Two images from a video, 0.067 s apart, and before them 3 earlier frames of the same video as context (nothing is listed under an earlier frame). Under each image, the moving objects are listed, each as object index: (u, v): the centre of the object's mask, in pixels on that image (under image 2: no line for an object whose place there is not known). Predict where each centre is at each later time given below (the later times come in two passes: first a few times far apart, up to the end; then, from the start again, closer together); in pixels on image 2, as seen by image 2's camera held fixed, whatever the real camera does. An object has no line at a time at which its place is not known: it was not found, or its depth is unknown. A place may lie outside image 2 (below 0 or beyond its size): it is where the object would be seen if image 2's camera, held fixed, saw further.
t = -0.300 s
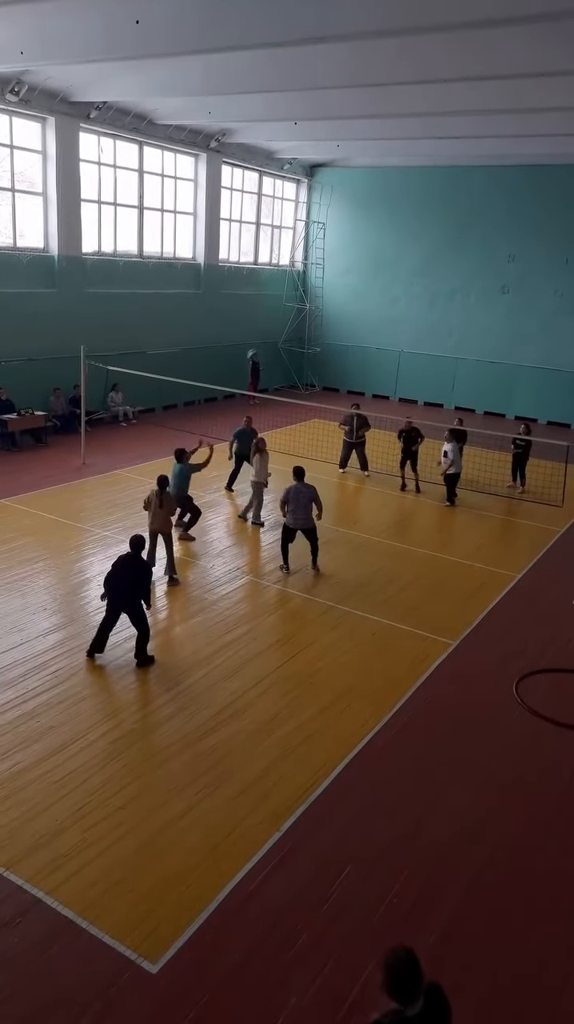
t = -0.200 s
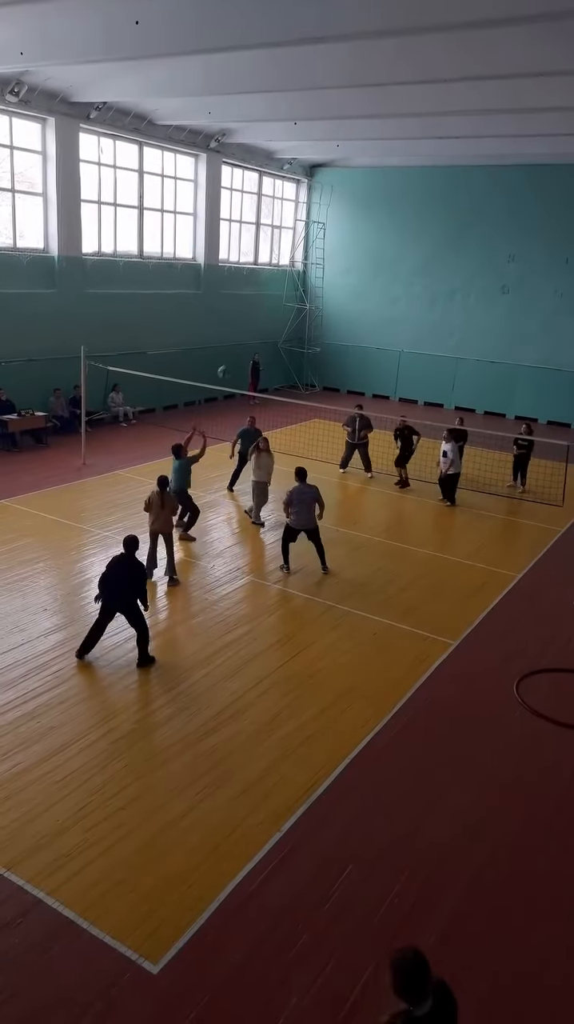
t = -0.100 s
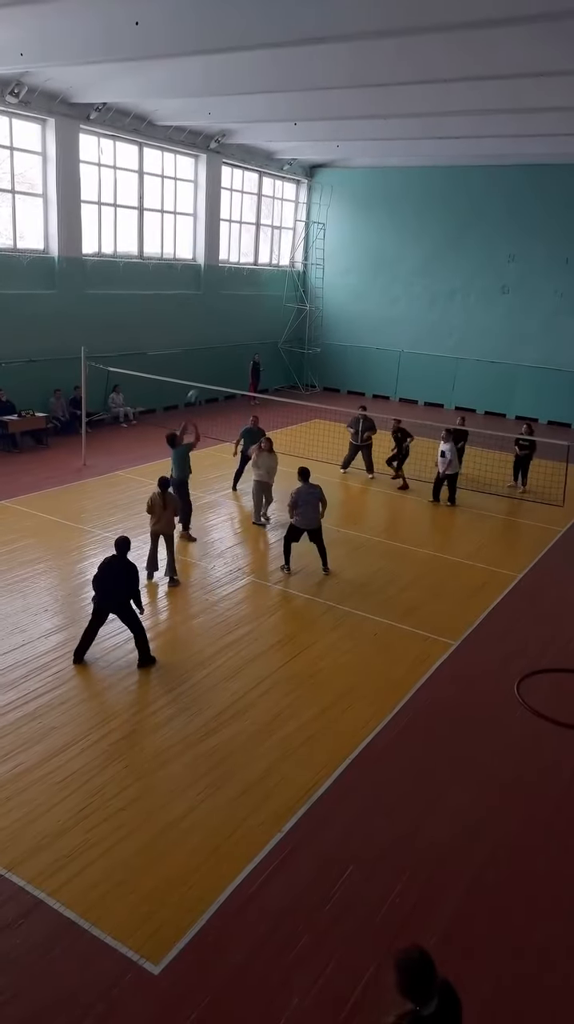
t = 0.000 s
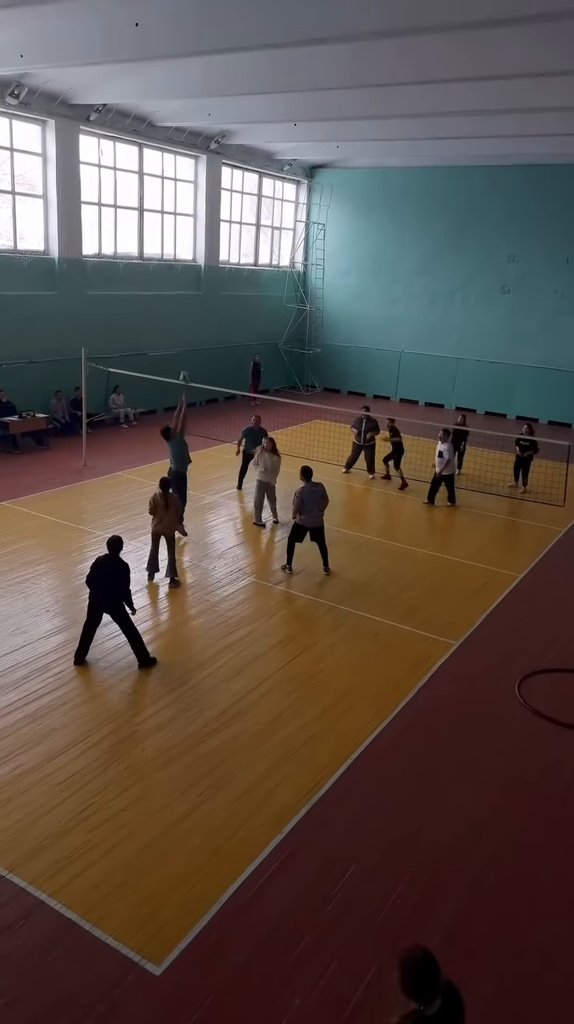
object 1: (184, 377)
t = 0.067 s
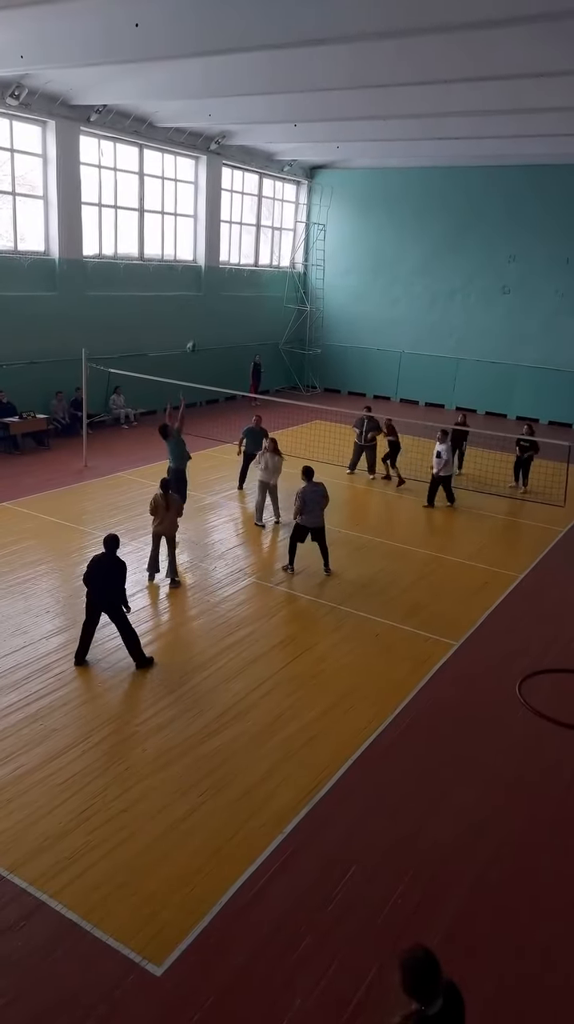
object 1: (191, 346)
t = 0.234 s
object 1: (209, 284)
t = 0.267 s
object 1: (212, 273)
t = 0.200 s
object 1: (206, 296)
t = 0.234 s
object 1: (209, 284)
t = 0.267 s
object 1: (212, 273)
